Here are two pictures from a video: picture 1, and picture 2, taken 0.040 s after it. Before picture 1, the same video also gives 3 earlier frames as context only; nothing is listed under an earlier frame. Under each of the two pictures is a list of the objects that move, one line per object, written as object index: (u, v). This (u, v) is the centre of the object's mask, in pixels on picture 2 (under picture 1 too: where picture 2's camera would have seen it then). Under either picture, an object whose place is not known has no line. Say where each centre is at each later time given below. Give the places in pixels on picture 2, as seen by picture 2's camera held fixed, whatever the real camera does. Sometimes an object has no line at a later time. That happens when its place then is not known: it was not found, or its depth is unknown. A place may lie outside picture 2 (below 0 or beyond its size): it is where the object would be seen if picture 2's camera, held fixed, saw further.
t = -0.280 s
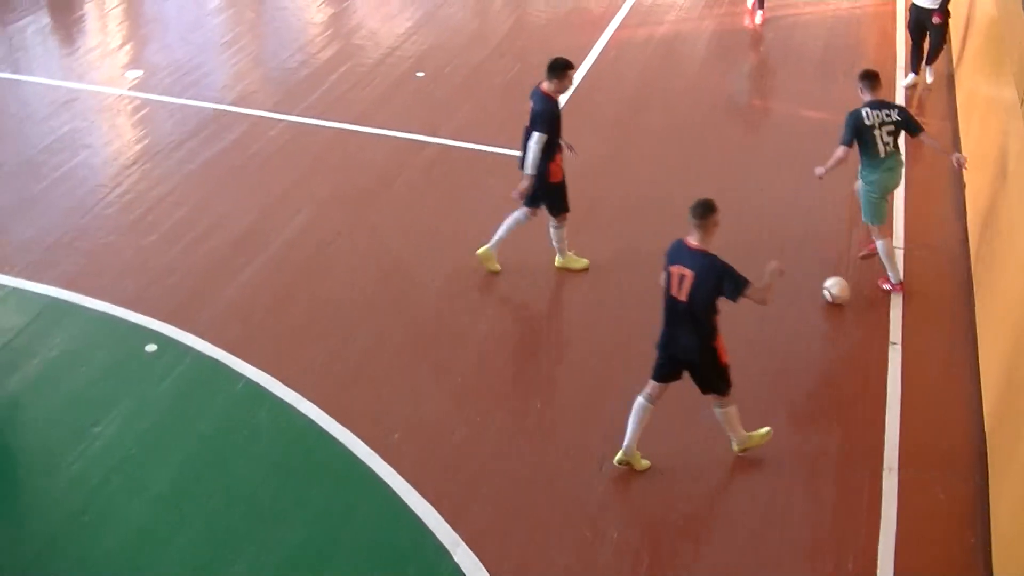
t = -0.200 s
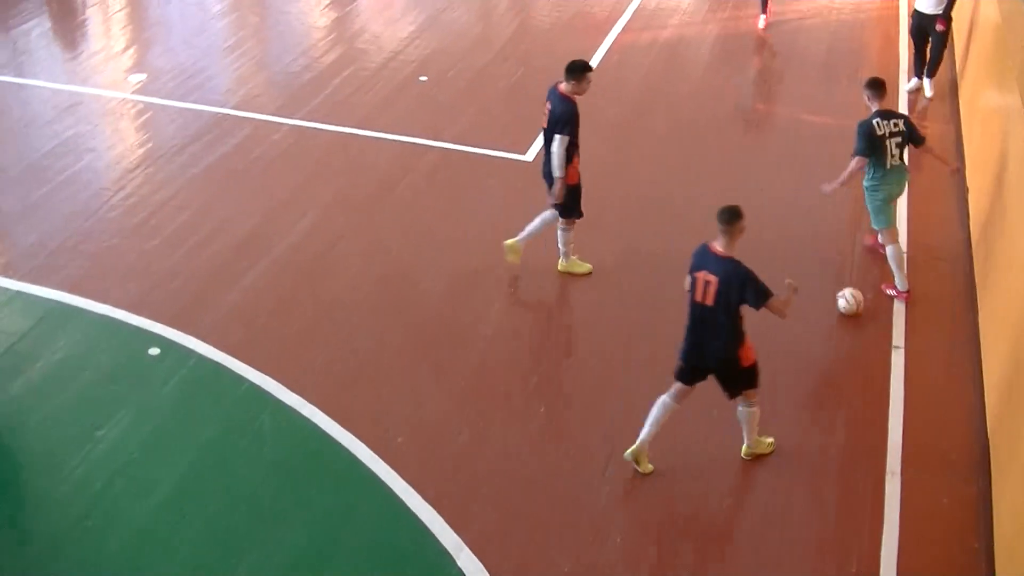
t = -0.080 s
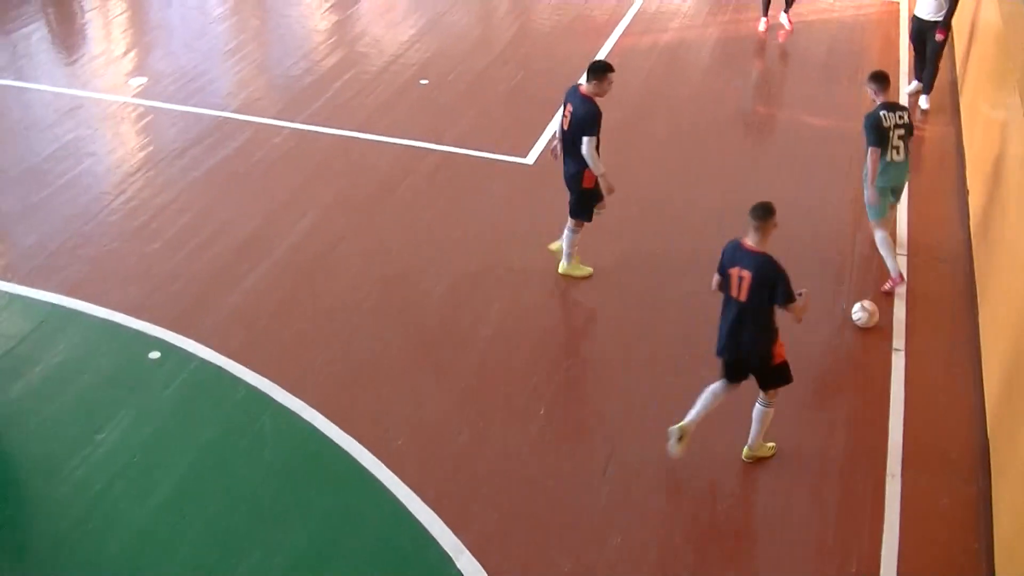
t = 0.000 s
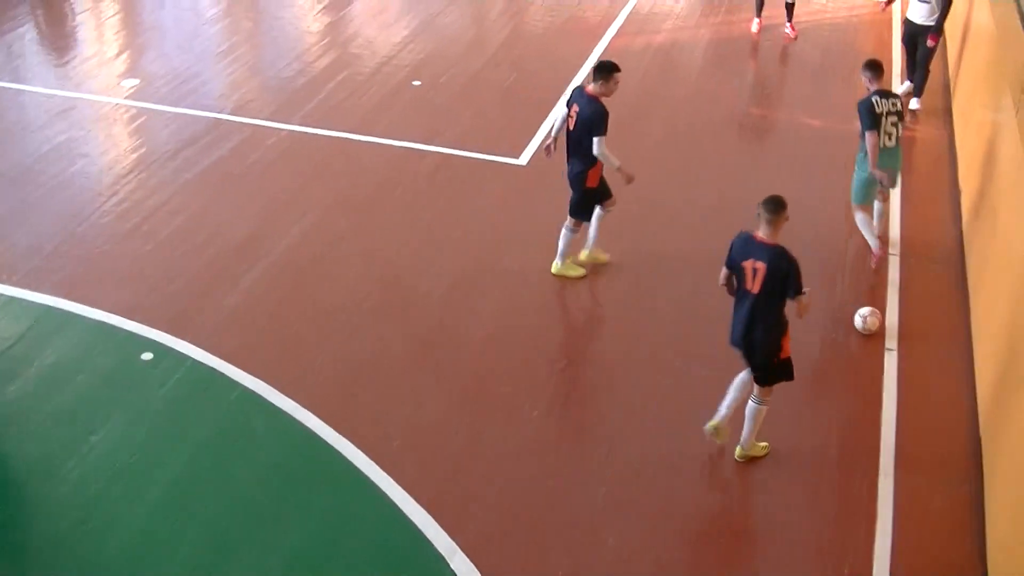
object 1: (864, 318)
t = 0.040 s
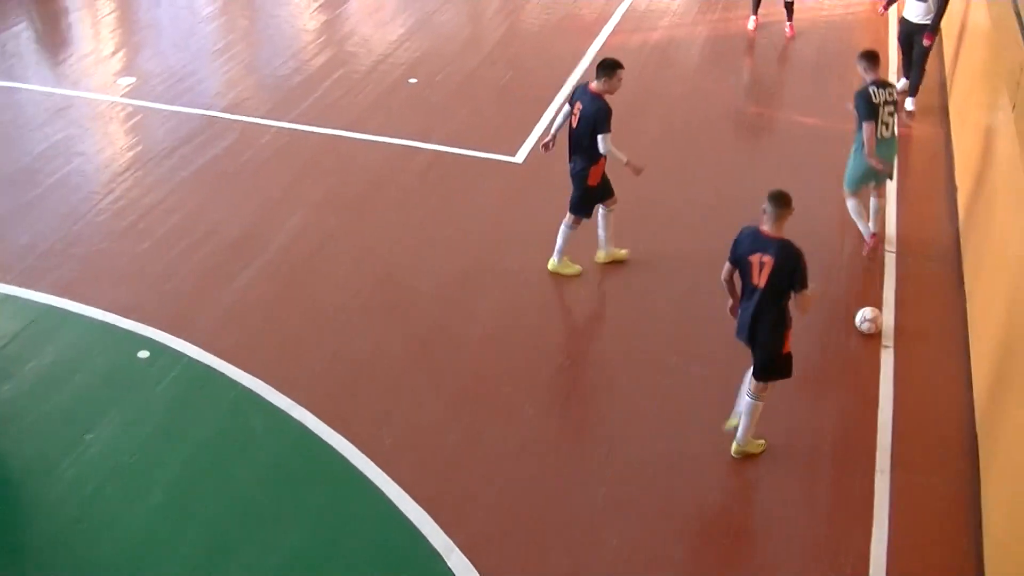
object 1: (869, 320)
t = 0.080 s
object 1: (874, 323)
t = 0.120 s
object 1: (879, 327)
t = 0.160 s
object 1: (883, 331)
